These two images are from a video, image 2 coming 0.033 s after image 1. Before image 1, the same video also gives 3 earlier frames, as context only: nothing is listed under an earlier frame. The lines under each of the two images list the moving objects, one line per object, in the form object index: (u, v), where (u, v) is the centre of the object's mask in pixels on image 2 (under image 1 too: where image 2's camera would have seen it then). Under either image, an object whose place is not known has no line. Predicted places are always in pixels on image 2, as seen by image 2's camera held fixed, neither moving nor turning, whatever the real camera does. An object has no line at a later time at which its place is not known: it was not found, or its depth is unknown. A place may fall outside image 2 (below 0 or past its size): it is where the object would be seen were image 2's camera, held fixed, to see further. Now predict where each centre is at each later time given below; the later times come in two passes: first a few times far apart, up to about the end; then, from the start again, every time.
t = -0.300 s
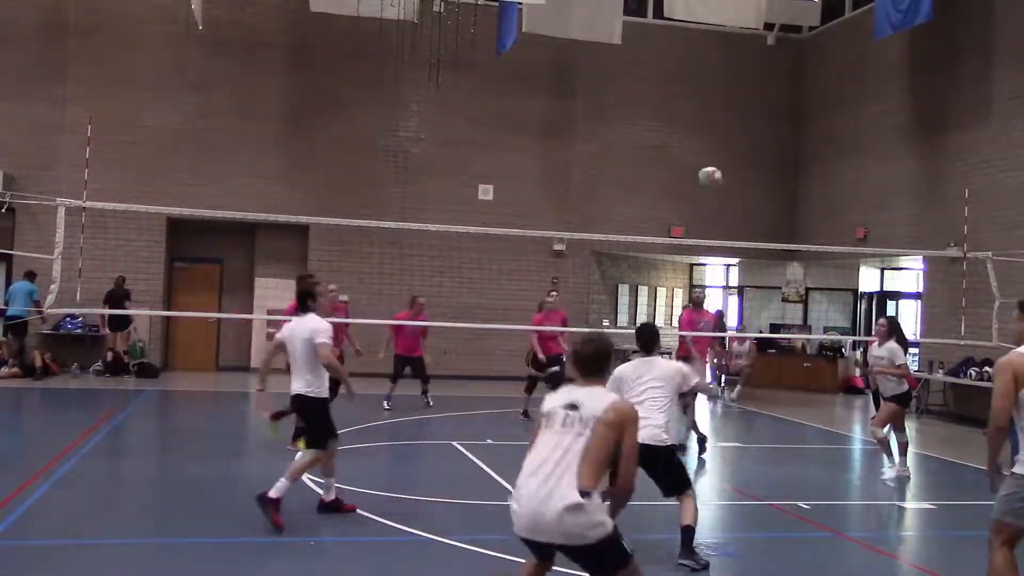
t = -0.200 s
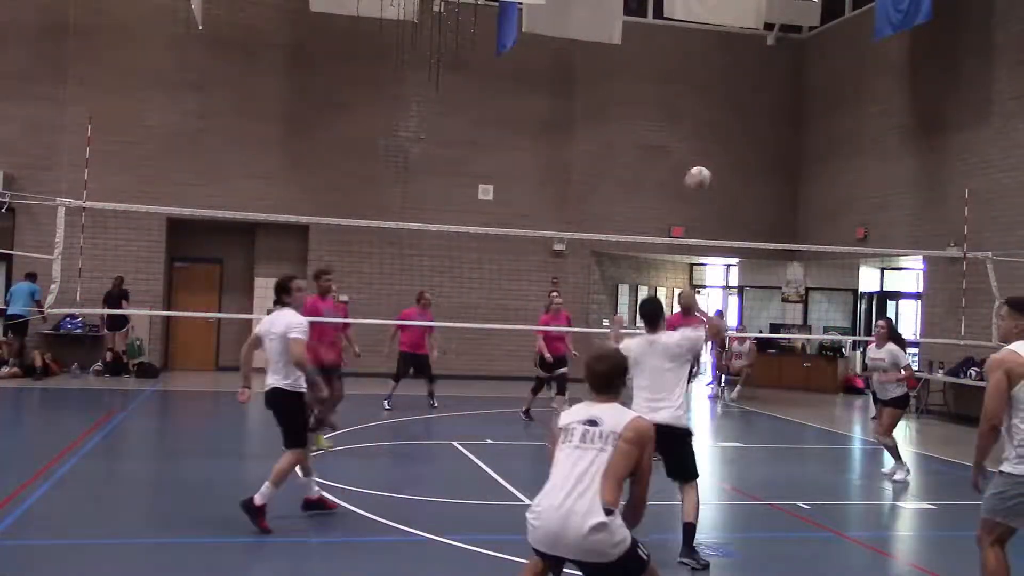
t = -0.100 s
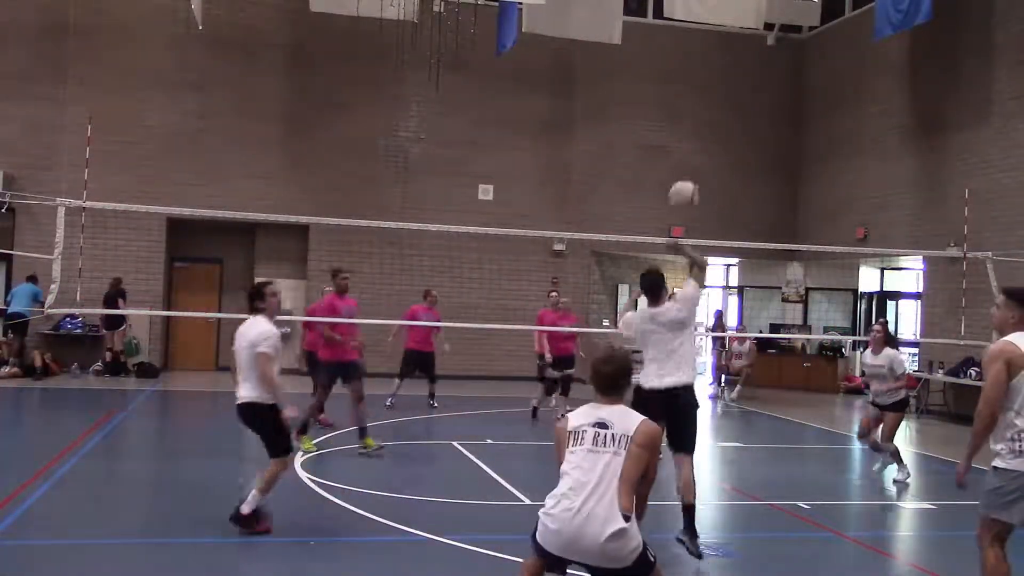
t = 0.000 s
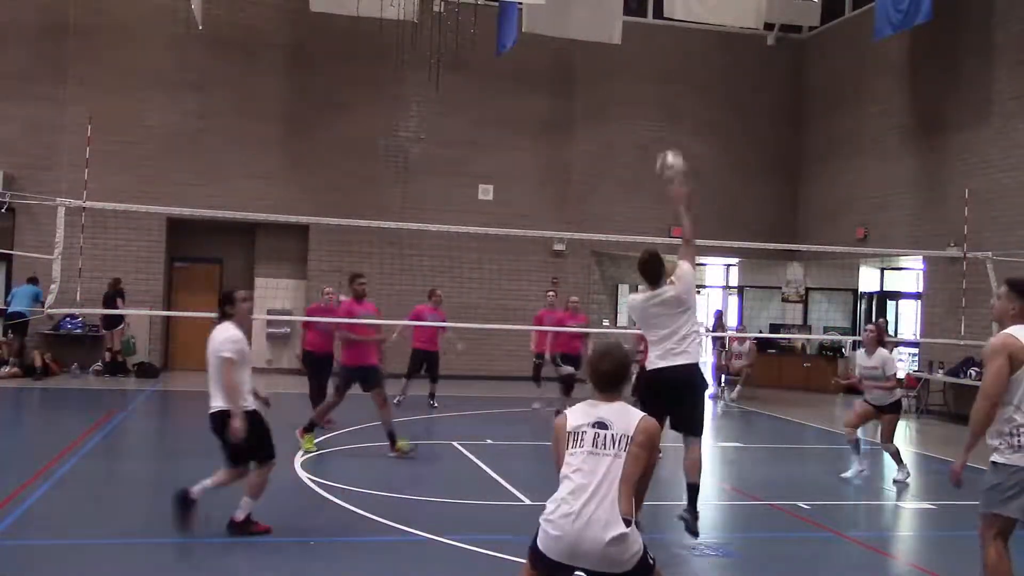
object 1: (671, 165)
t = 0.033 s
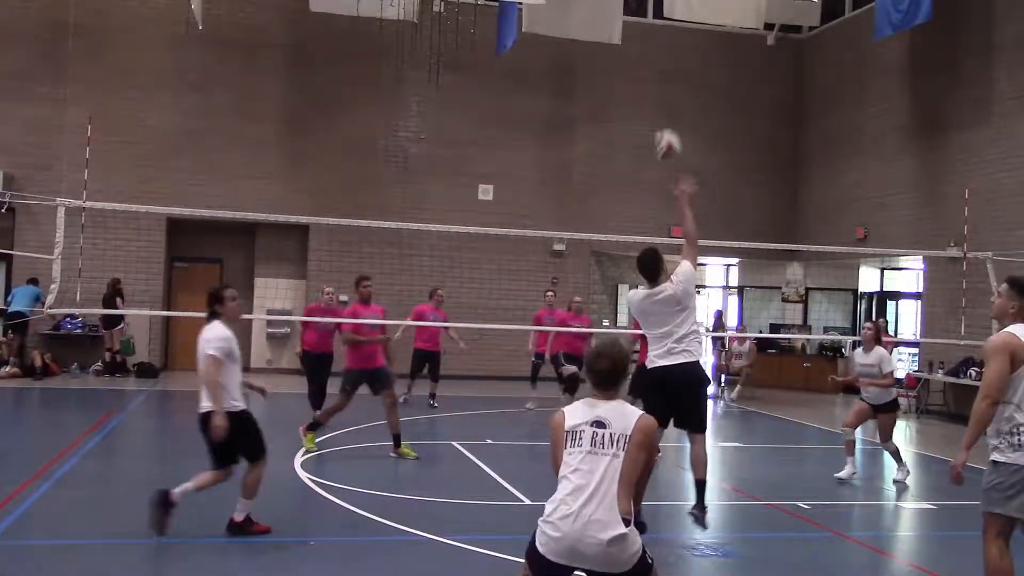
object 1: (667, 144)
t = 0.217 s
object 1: (651, 70)
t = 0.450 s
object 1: (633, 51)
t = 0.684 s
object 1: (615, 81)
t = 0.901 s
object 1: (602, 139)
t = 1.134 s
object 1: (589, 222)
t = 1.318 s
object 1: (579, 301)
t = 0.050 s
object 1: (665, 134)
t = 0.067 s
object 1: (664, 125)
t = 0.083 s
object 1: (663, 118)
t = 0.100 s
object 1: (661, 109)
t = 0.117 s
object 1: (660, 103)
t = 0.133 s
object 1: (658, 95)
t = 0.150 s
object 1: (656, 90)
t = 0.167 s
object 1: (655, 85)
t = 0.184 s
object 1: (653, 81)
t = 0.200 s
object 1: (652, 76)
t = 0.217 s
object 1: (651, 70)
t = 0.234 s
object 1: (650, 67)
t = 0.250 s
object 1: (650, 65)
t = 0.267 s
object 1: (647, 62)
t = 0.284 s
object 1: (645, 58)
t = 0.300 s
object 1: (644, 57)
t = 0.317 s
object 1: (643, 55)
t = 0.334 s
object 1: (642, 54)
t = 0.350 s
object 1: (641, 53)
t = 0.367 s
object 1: (640, 53)
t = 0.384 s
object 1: (638, 51)
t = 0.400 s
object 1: (636, 50)
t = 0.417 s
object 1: (636, 51)
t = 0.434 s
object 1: (634, 51)
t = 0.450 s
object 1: (633, 51)
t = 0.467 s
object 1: (631, 52)
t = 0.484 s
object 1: (630, 52)
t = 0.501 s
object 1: (628, 53)
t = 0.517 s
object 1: (627, 55)
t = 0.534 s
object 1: (626, 56)
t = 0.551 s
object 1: (625, 58)
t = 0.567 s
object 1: (624, 62)
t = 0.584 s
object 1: (623, 63)
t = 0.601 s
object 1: (622, 65)
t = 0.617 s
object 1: (620, 71)
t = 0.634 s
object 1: (619, 72)
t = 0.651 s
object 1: (618, 75)
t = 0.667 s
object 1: (616, 77)
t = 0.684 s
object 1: (615, 81)
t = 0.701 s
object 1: (615, 84)
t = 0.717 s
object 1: (613, 88)
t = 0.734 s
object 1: (612, 92)
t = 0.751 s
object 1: (611, 96)
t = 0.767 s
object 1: (610, 100)
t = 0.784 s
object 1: (607, 108)
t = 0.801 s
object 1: (608, 110)
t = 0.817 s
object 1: (606, 114)
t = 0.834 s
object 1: (605, 119)
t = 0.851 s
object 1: (604, 123)
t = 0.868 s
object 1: (603, 128)
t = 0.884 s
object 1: (604, 132)
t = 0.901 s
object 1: (602, 139)
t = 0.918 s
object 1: (601, 143)
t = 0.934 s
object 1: (602, 148)
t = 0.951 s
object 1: (599, 154)
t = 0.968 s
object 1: (598, 159)
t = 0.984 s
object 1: (596, 165)
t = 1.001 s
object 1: (595, 173)
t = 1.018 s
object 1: (595, 179)
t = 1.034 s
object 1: (594, 184)
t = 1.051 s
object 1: (593, 191)
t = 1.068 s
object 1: (592, 196)
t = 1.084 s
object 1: (590, 203)
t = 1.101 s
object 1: (590, 210)
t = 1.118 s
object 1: (589, 216)
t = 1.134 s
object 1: (589, 222)
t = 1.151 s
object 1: (588, 228)
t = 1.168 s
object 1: (586, 232)
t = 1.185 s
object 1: (586, 243)
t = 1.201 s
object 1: (585, 249)
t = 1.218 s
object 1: (584, 256)
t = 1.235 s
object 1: (582, 263)
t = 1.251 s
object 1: (582, 270)
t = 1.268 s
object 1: (582, 278)
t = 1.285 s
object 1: (580, 285)
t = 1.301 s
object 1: (579, 292)
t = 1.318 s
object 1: (579, 301)
